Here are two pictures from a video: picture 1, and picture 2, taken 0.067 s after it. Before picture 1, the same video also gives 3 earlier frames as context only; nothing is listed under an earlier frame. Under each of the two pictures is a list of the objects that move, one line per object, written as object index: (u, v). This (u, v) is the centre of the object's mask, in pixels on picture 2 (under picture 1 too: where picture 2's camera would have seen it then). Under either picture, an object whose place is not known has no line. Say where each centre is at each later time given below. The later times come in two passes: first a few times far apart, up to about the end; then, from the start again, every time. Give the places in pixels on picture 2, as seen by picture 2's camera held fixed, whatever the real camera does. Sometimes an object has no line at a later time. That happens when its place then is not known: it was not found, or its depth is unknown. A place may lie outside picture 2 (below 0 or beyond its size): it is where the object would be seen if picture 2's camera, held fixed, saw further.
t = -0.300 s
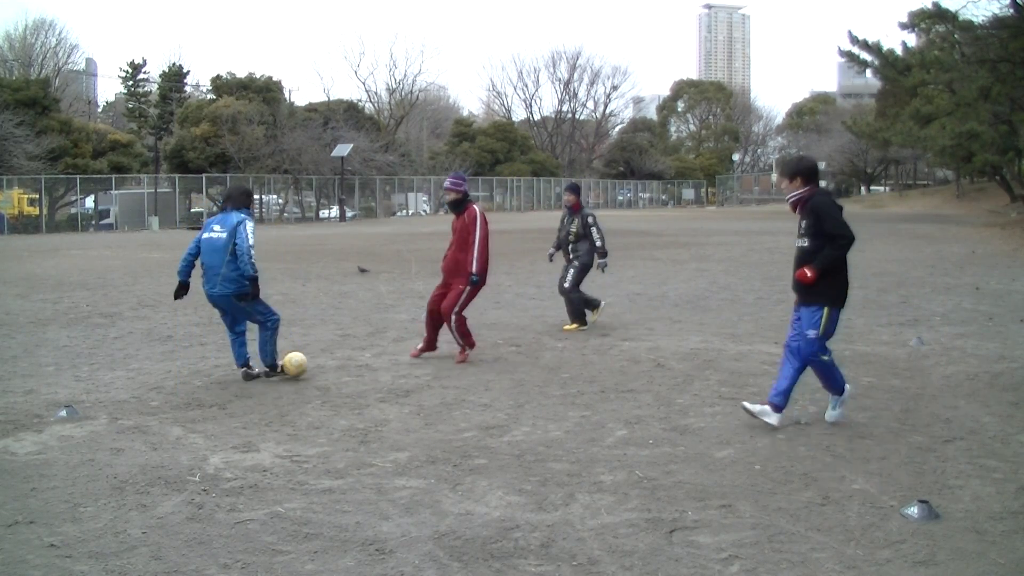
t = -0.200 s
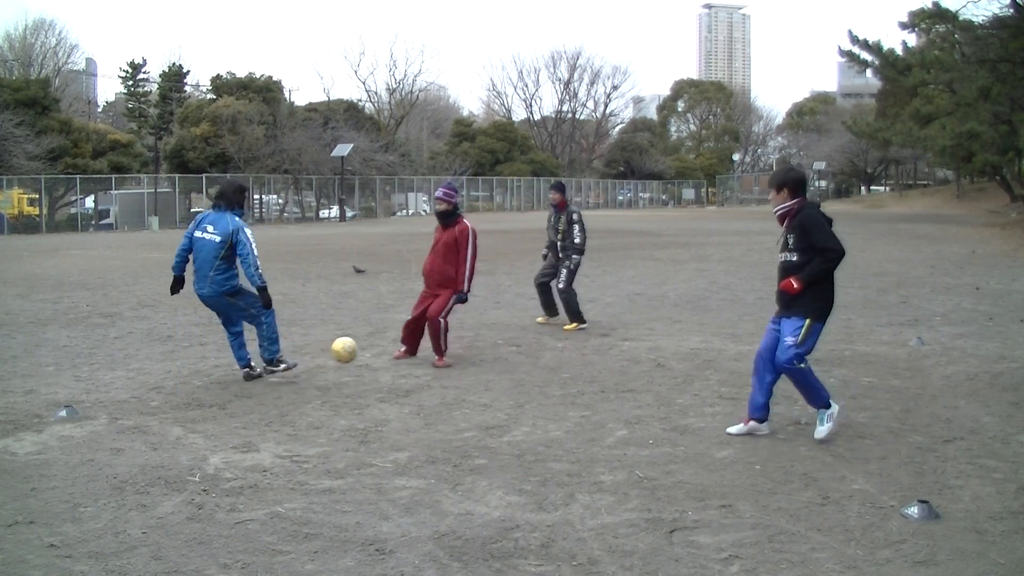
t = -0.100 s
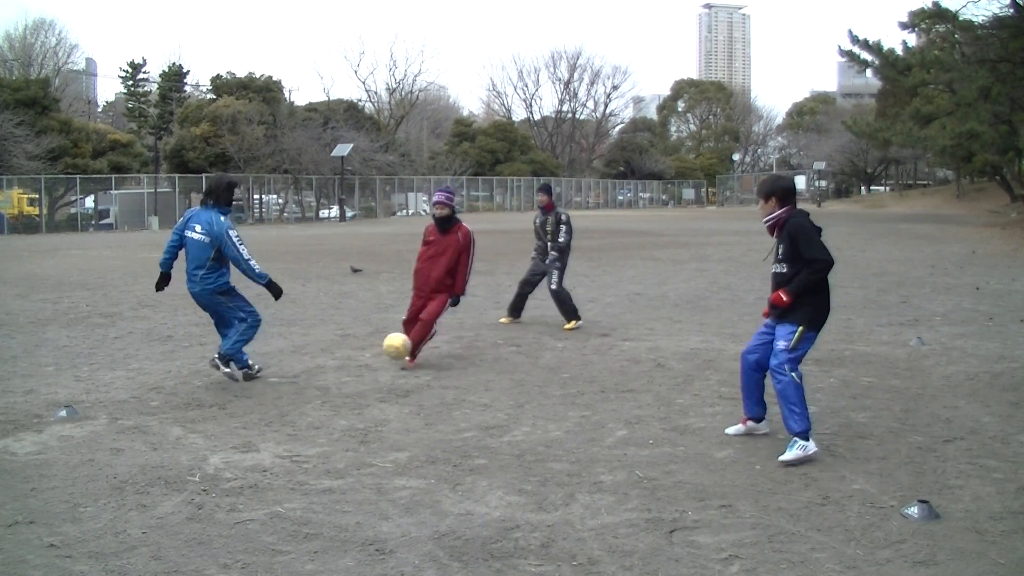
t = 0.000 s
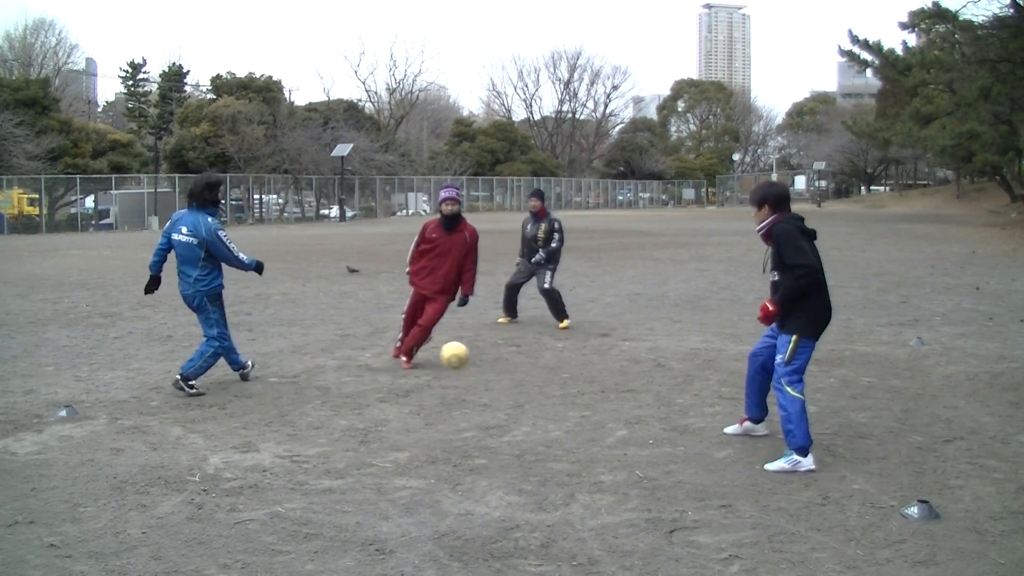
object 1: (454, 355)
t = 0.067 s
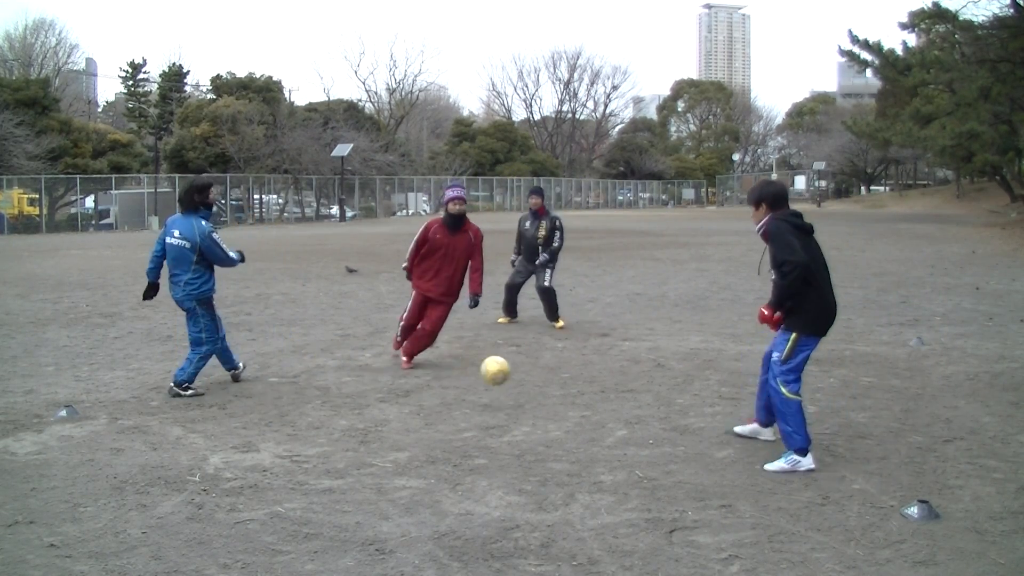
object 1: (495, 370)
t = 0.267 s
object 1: (601, 396)
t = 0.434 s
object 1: (677, 420)
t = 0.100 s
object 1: (516, 380)
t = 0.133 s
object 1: (538, 393)
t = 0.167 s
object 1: (558, 403)
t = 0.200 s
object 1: (572, 399)
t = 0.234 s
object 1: (586, 397)
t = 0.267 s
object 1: (601, 396)
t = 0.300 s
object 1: (616, 397)
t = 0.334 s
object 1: (631, 400)
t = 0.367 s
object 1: (646, 404)
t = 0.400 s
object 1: (661, 411)
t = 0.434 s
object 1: (677, 420)
